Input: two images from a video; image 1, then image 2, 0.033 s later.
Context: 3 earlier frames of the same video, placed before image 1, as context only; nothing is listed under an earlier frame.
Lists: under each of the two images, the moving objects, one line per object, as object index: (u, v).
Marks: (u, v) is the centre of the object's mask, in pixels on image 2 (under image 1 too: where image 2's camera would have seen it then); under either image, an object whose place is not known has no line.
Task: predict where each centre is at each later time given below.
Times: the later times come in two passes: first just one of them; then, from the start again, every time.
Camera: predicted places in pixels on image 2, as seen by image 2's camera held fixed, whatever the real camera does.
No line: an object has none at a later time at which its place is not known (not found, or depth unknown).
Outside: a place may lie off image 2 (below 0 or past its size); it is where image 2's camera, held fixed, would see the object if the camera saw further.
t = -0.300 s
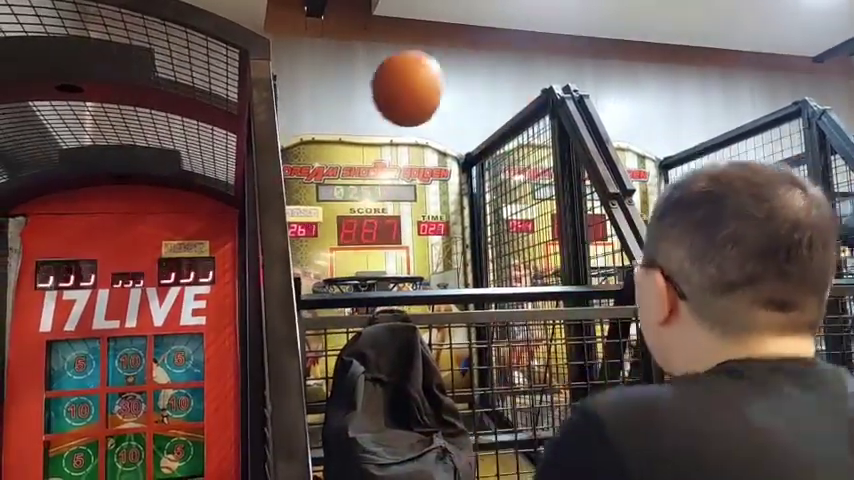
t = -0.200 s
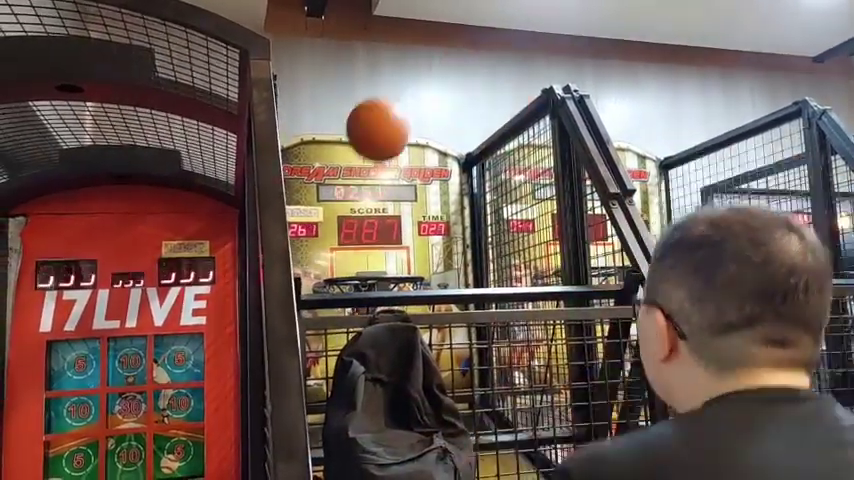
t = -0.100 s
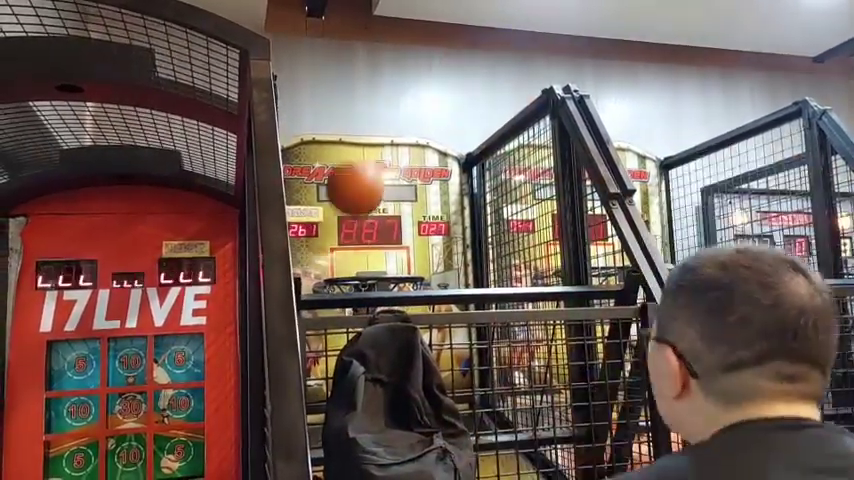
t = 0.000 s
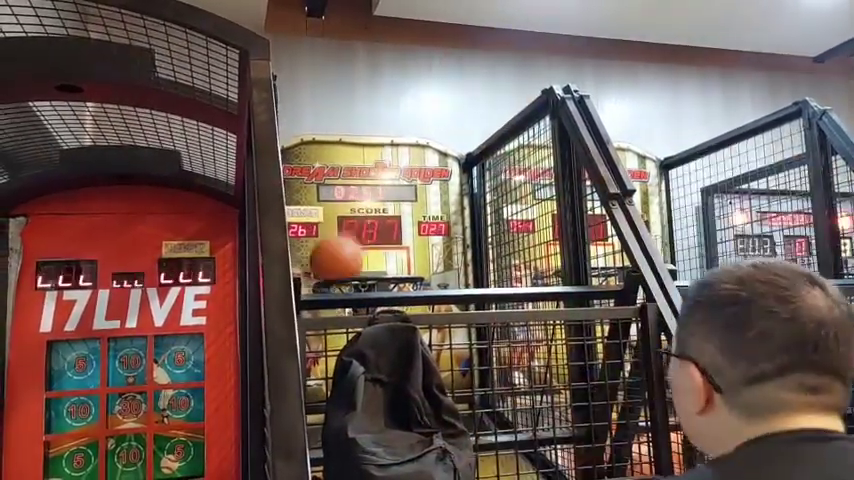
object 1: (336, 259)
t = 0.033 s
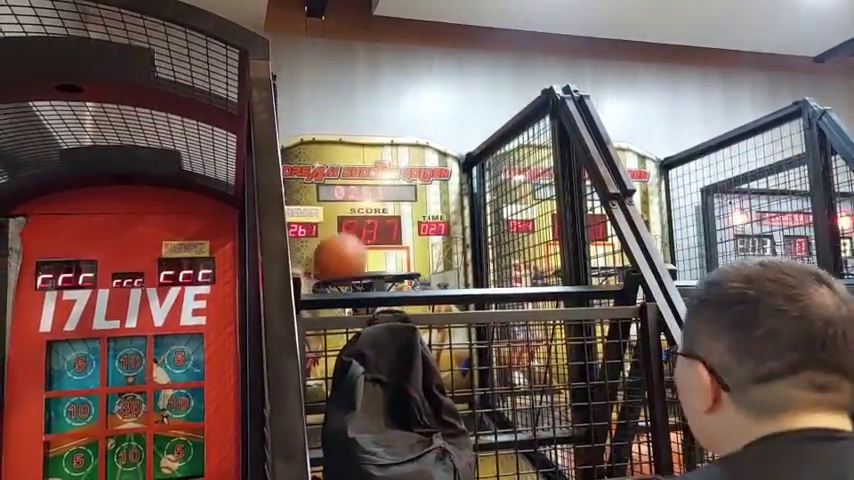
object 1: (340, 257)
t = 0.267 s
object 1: (390, 241)
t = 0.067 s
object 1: (348, 250)
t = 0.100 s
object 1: (356, 245)
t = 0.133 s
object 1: (363, 242)
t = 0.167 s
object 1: (370, 242)
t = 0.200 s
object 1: (376, 240)
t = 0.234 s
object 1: (383, 239)
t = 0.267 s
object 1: (390, 241)
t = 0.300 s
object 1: (397, 246)
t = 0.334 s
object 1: (404, 252)
